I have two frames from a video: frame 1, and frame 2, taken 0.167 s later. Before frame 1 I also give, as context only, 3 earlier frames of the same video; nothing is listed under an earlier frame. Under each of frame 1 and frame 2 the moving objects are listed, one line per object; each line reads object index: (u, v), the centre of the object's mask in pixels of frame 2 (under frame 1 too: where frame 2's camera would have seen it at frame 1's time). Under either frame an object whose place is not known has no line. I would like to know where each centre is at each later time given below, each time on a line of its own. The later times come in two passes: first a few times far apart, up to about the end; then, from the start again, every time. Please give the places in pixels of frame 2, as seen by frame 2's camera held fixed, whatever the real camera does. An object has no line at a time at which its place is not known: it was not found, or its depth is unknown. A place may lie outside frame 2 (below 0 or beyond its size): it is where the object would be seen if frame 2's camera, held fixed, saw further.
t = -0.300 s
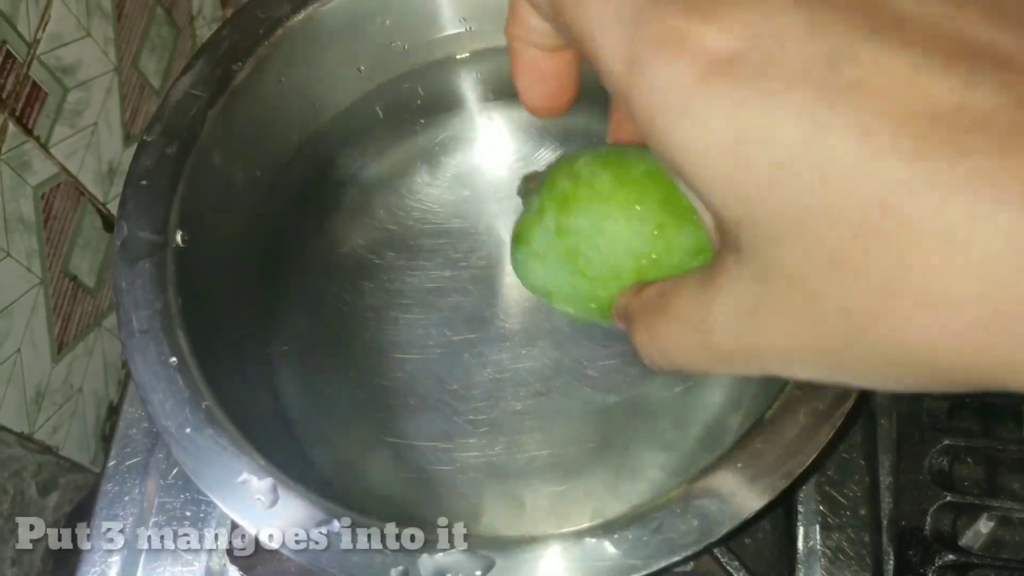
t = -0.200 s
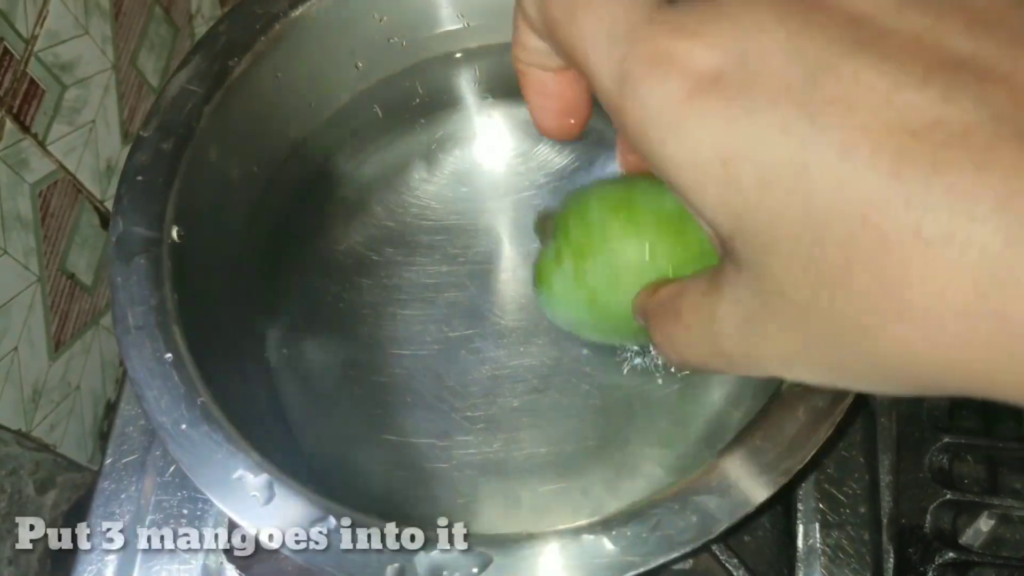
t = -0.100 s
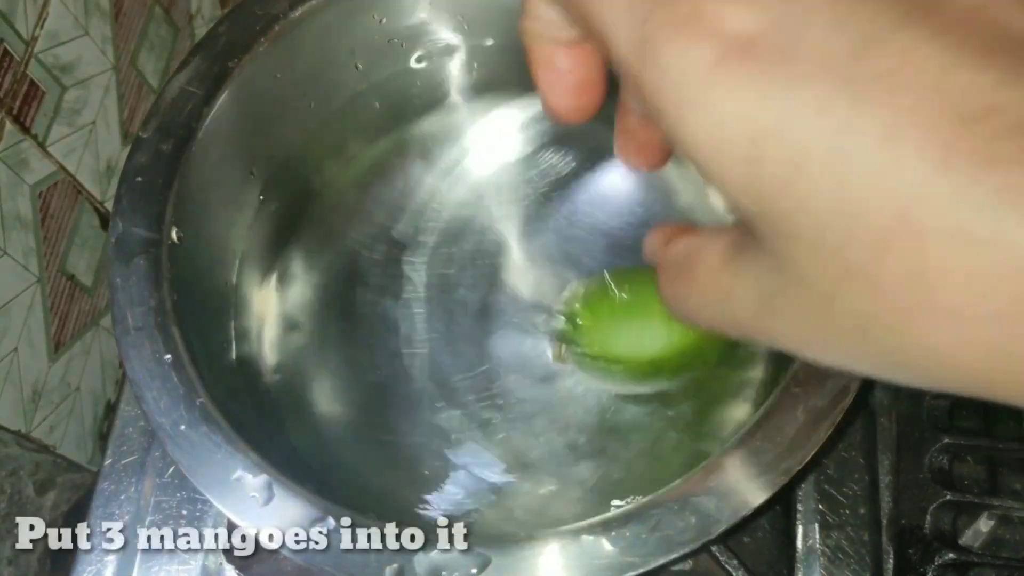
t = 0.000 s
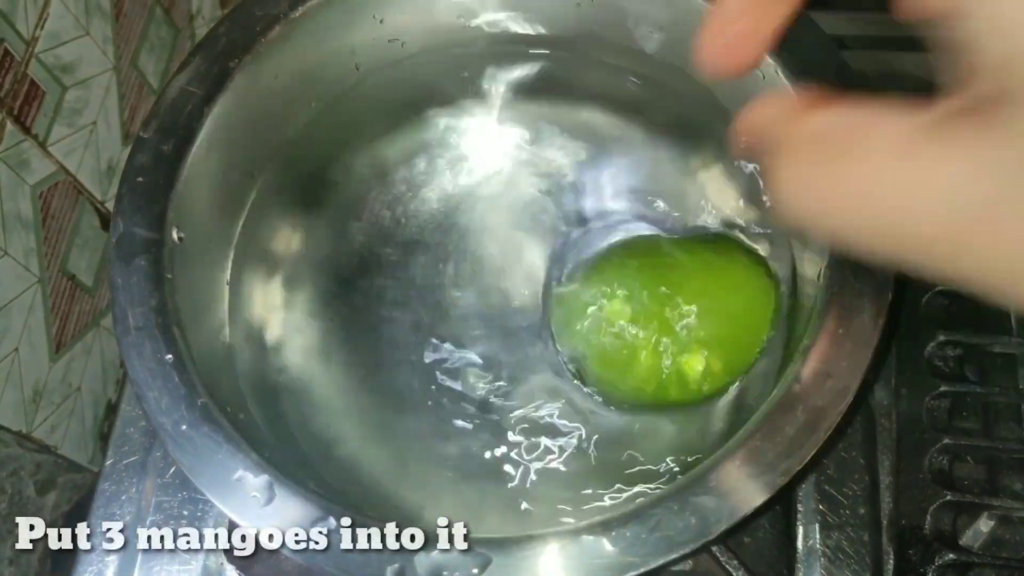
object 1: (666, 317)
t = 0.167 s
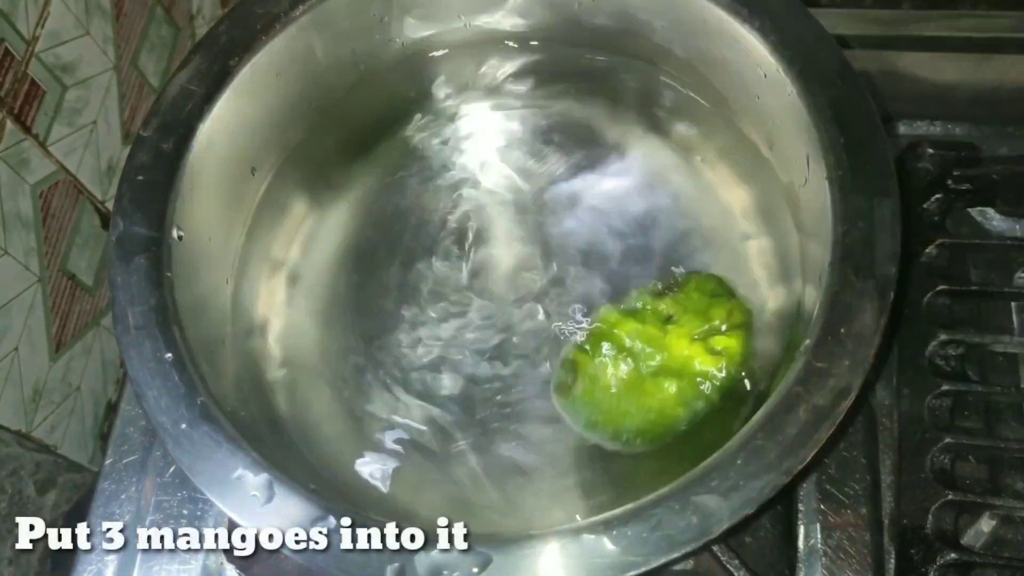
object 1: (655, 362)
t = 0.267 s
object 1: (640, 357)
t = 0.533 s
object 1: (619, 368)
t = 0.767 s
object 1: (608, 376)
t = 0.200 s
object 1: (653, 361)
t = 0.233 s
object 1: (644, 360)
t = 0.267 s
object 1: (640, 357)
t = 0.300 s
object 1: (637, 353)
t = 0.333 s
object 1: (636, 354)
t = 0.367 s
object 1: (635, 357)
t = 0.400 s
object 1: (633, 358)
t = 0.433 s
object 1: (630, 359)
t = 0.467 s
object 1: (630, 359)
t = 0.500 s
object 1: (629, 363)
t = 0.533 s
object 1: (619, 368)
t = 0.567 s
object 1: (615, 370)
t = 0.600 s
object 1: (610, 373)
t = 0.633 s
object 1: (609, 369)
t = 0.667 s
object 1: (615, 372)
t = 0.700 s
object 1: (617, 371)
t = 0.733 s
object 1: (612, 371)
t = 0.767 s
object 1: (608, 376)
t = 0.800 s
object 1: (604, 378)
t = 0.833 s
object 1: (605, 378)
